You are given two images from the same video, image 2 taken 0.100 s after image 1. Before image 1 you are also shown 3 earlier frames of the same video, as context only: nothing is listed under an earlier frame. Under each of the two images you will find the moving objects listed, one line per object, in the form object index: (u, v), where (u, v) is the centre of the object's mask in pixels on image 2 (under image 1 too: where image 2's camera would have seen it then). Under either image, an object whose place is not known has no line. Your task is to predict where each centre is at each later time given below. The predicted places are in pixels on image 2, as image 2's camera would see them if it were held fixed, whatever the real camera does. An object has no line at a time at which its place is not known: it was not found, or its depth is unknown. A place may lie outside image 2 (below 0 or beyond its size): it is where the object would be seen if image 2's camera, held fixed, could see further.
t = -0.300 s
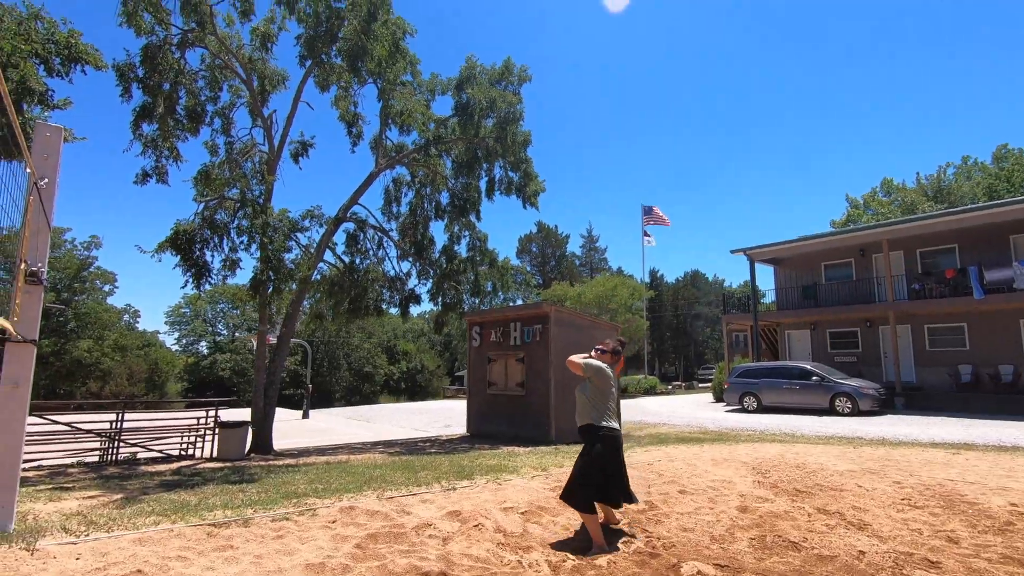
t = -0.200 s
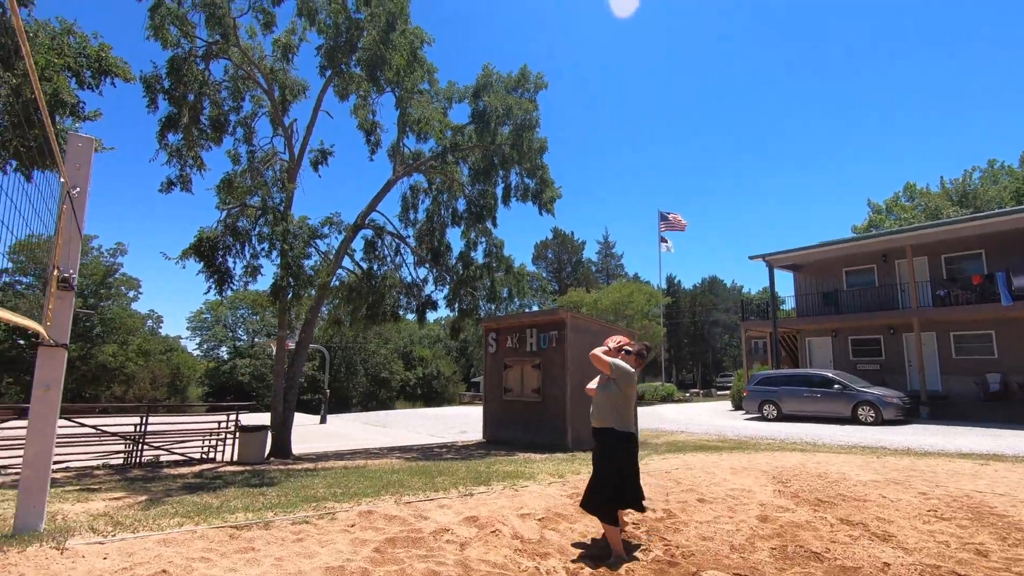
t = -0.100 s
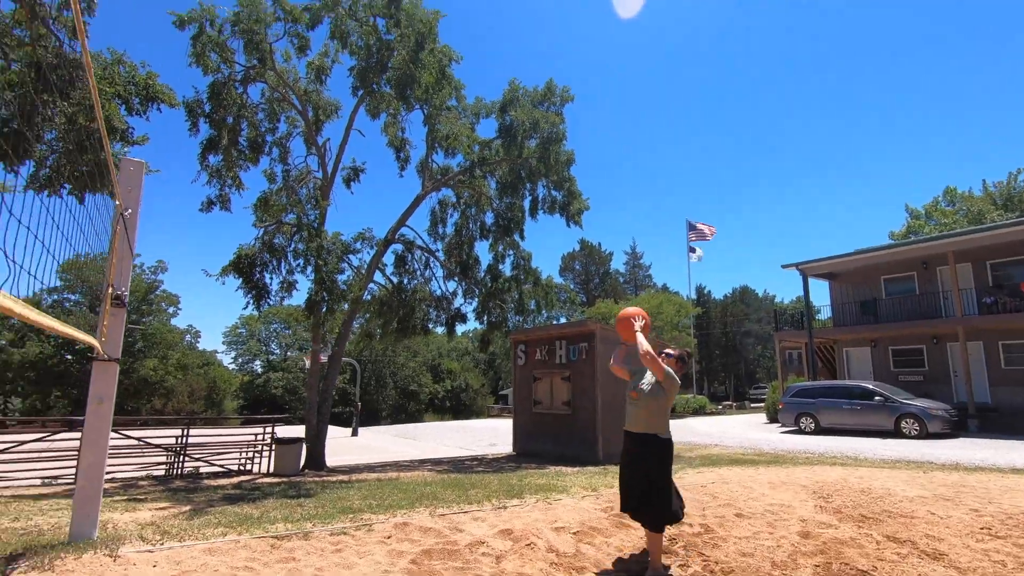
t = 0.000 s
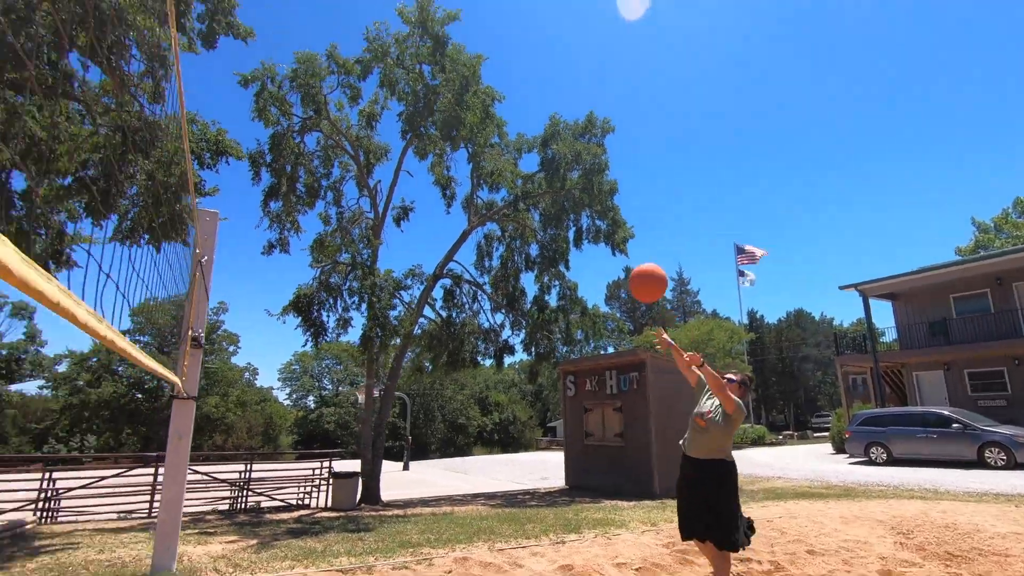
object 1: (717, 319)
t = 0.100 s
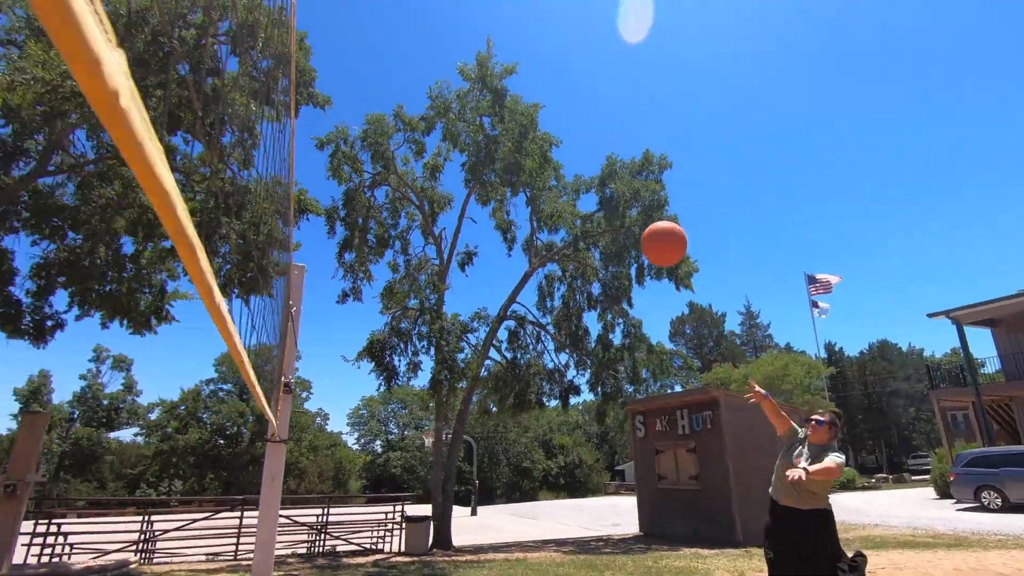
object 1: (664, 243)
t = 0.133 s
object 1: (644, 218)
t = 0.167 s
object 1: (623, 193)
